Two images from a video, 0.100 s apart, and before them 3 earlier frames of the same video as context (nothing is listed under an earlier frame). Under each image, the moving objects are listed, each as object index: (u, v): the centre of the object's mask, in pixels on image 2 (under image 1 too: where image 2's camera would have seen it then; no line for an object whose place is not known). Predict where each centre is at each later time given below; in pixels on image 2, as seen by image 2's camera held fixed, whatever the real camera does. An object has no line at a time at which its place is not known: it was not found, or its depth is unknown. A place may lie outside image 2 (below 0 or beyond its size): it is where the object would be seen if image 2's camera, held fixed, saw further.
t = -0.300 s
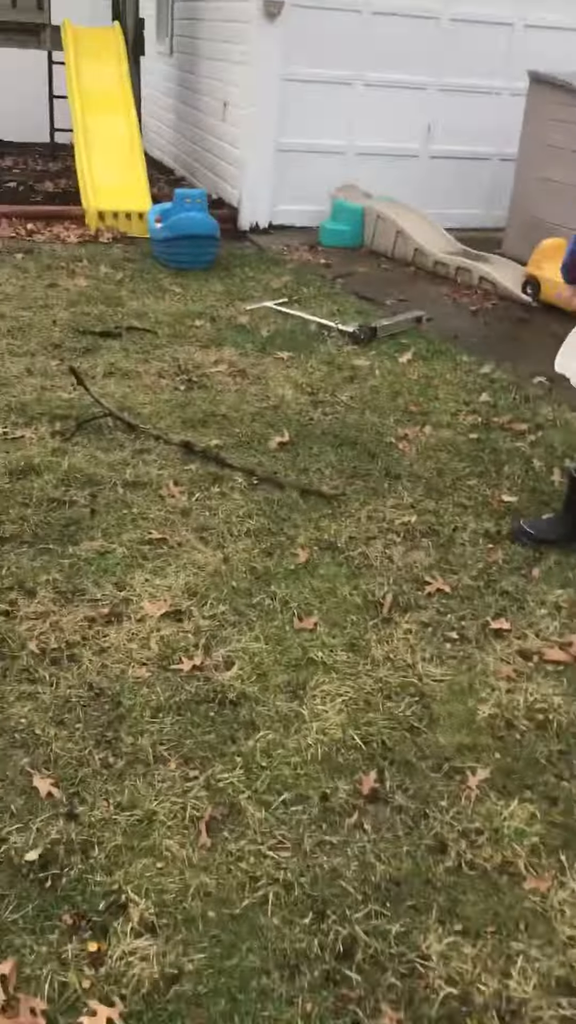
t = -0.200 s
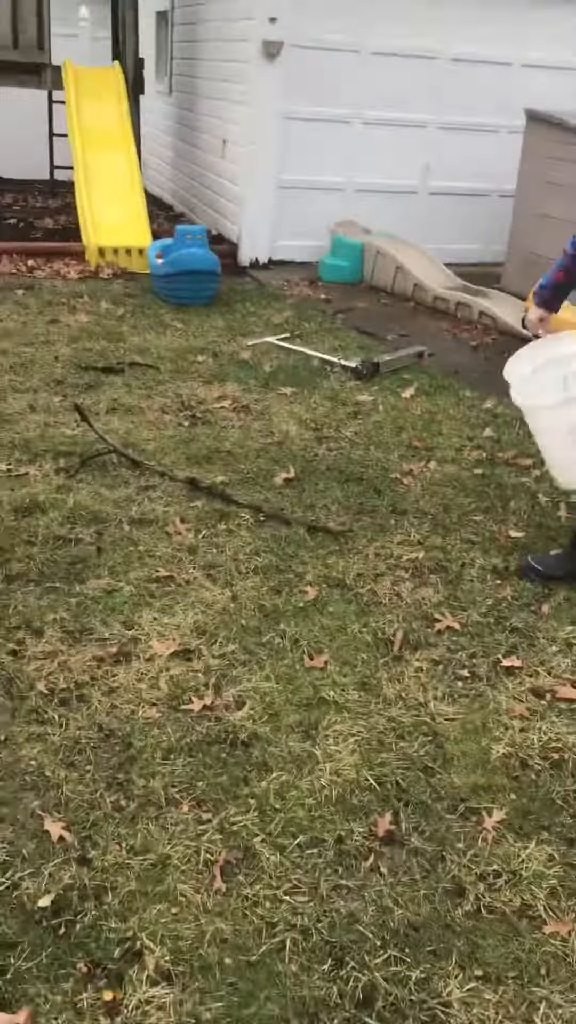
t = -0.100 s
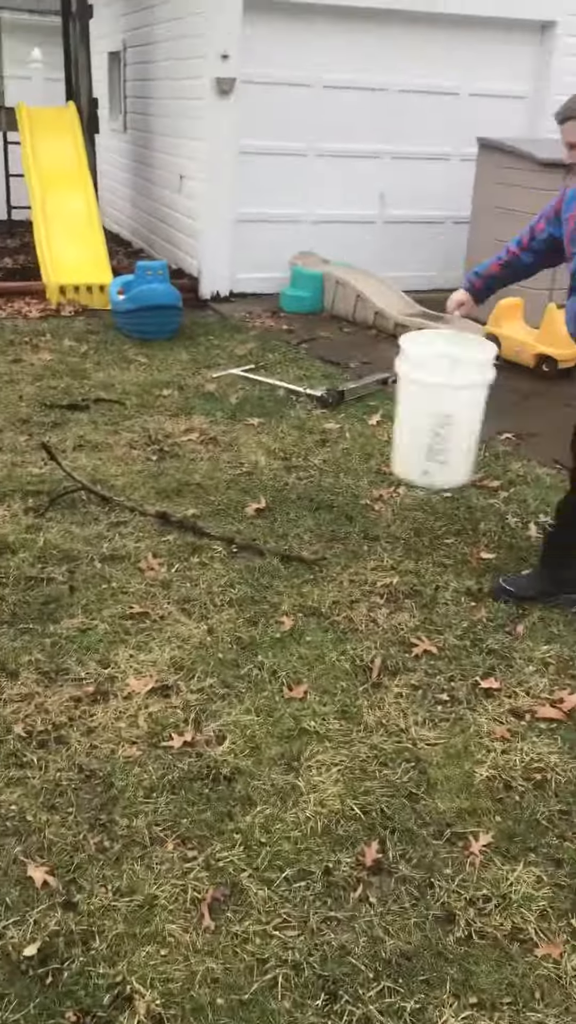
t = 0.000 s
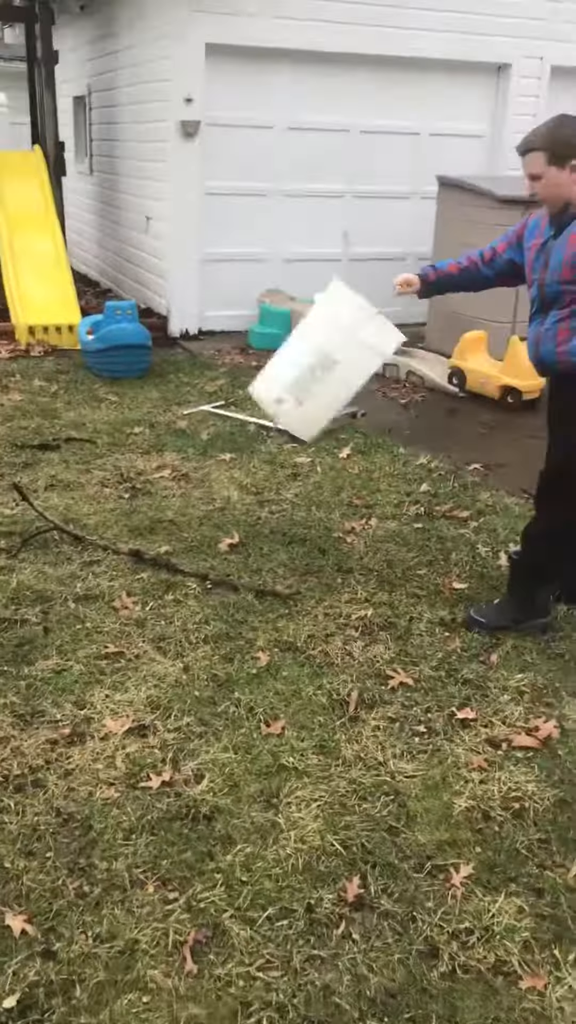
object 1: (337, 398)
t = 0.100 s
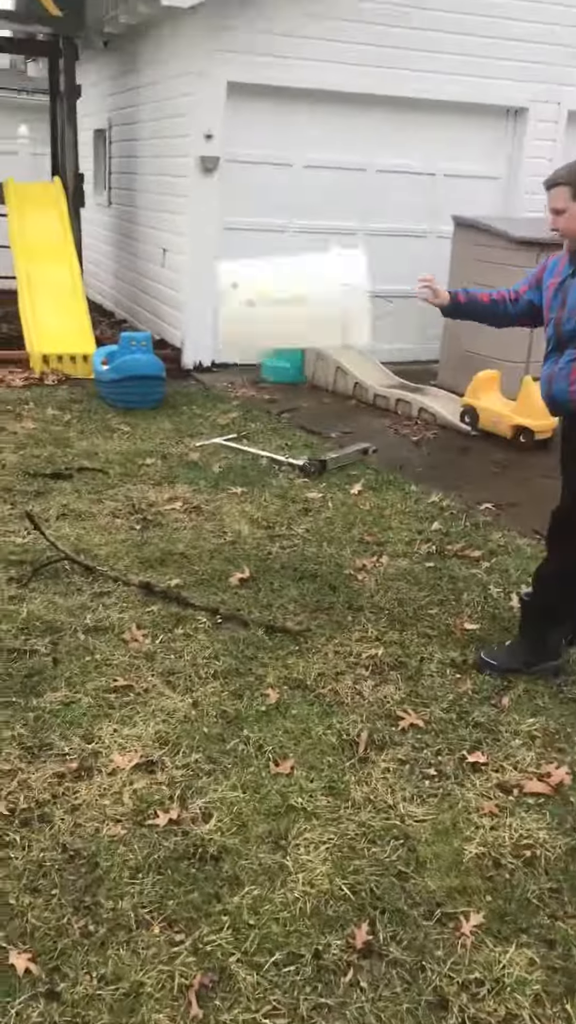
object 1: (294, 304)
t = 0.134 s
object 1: (285, 277)
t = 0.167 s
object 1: (269, 259)
